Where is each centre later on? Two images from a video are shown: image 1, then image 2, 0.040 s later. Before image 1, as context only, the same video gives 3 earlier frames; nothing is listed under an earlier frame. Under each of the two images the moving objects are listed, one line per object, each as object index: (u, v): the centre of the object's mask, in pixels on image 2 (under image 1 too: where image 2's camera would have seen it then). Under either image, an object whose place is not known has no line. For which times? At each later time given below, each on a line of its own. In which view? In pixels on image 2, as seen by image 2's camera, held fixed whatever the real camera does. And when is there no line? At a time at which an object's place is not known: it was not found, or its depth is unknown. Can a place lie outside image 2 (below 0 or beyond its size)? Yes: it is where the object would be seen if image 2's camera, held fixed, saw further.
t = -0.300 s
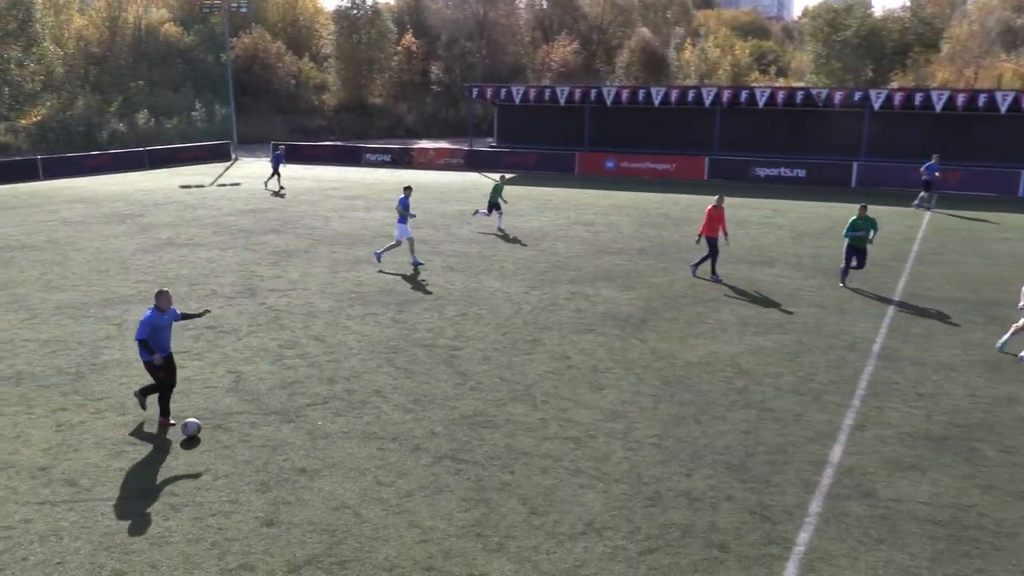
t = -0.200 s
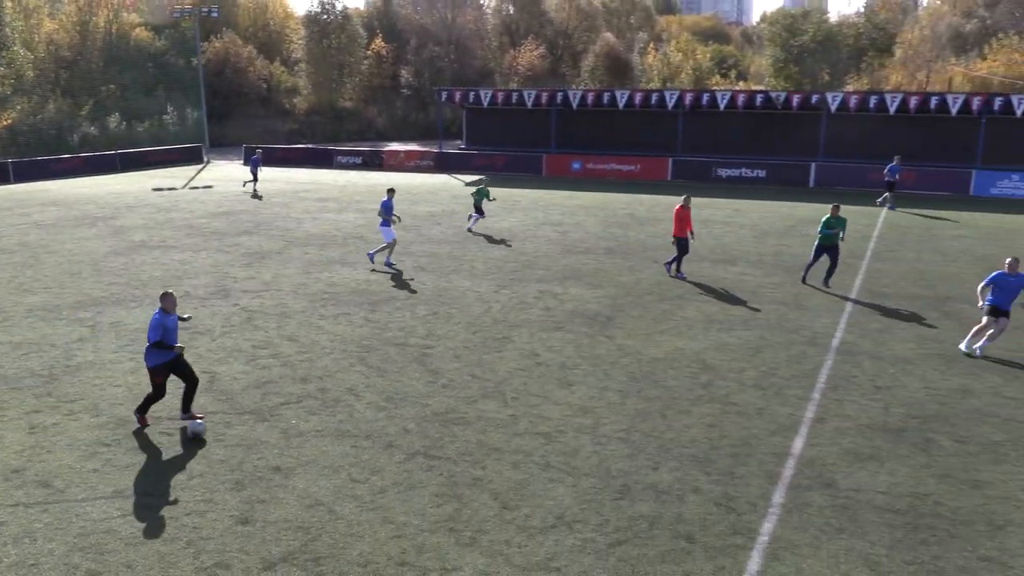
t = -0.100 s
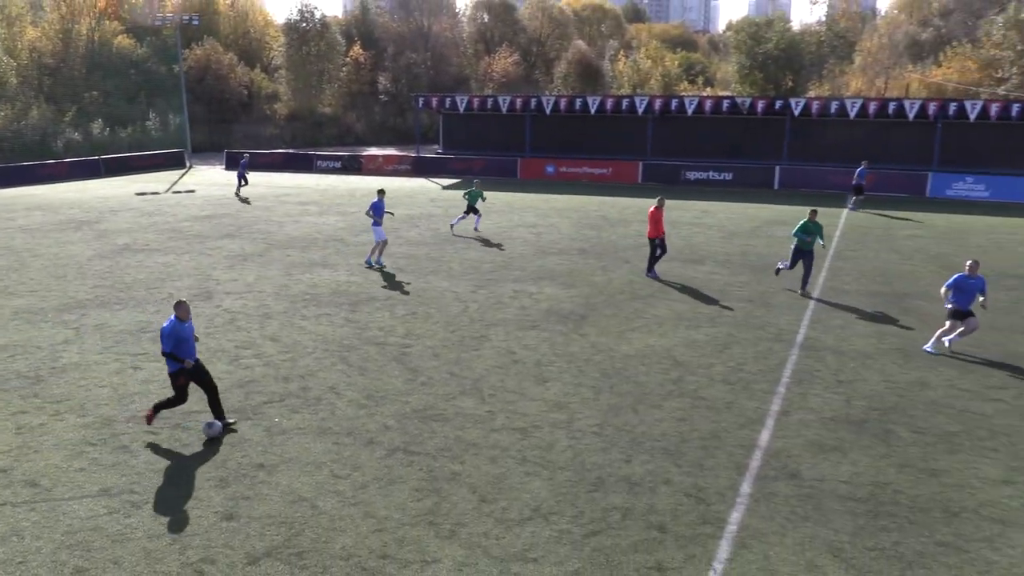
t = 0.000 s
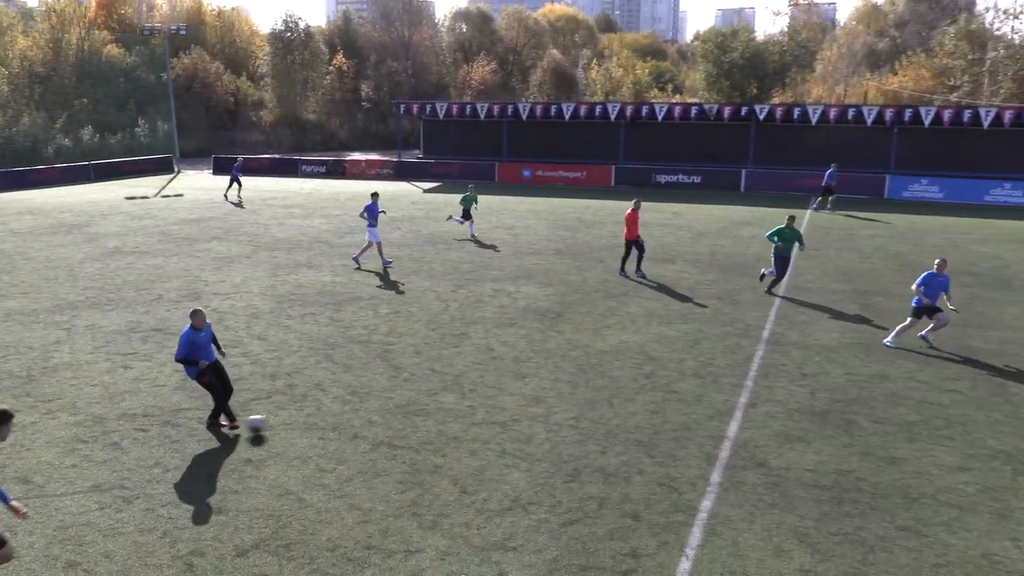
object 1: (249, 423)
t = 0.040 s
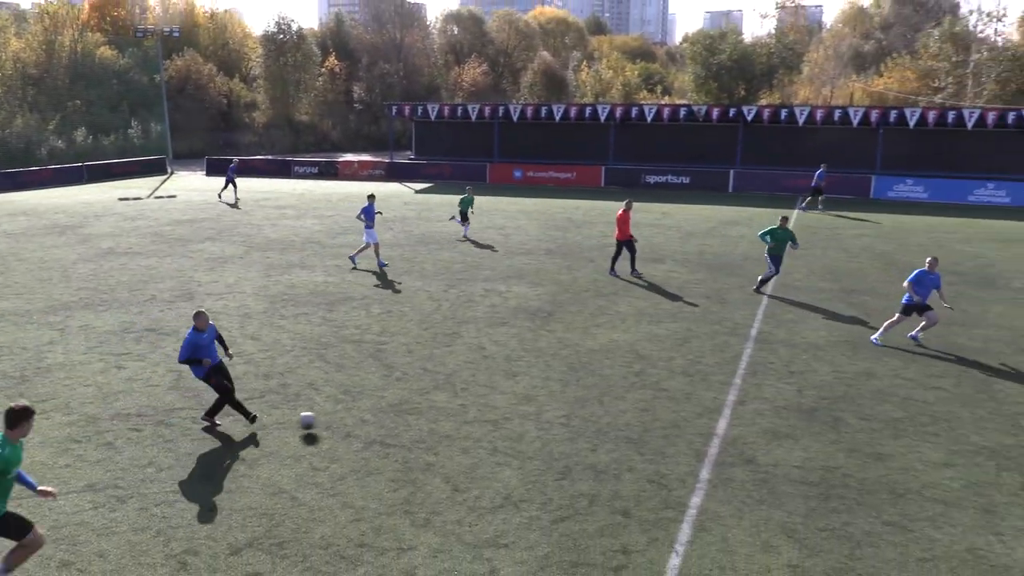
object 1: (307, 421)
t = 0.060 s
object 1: (335, 420)
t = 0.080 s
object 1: (364, 420)
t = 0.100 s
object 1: (392, 419)
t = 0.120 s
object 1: (420, 420)
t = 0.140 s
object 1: (447, 421)
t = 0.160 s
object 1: (473, 419)
